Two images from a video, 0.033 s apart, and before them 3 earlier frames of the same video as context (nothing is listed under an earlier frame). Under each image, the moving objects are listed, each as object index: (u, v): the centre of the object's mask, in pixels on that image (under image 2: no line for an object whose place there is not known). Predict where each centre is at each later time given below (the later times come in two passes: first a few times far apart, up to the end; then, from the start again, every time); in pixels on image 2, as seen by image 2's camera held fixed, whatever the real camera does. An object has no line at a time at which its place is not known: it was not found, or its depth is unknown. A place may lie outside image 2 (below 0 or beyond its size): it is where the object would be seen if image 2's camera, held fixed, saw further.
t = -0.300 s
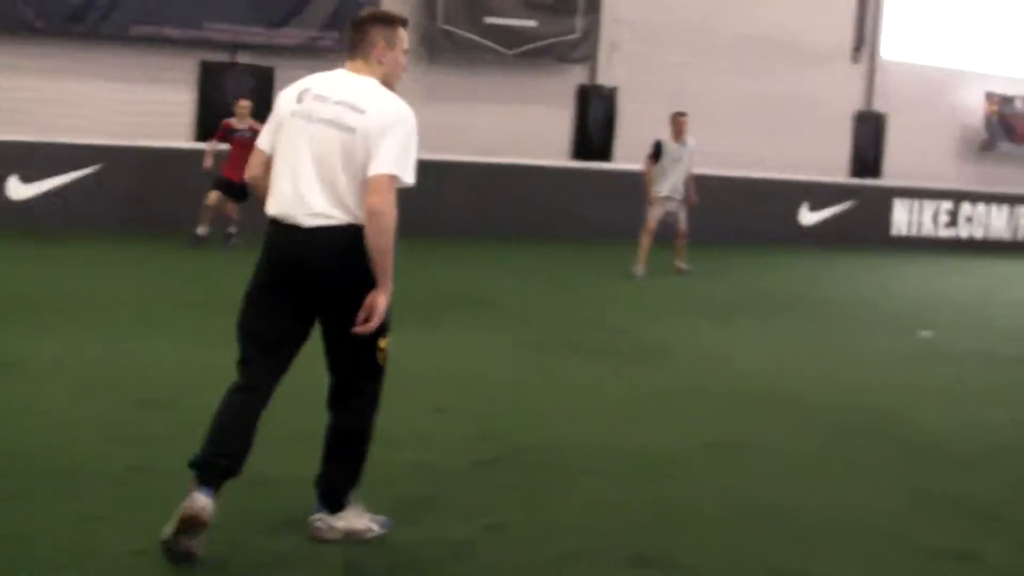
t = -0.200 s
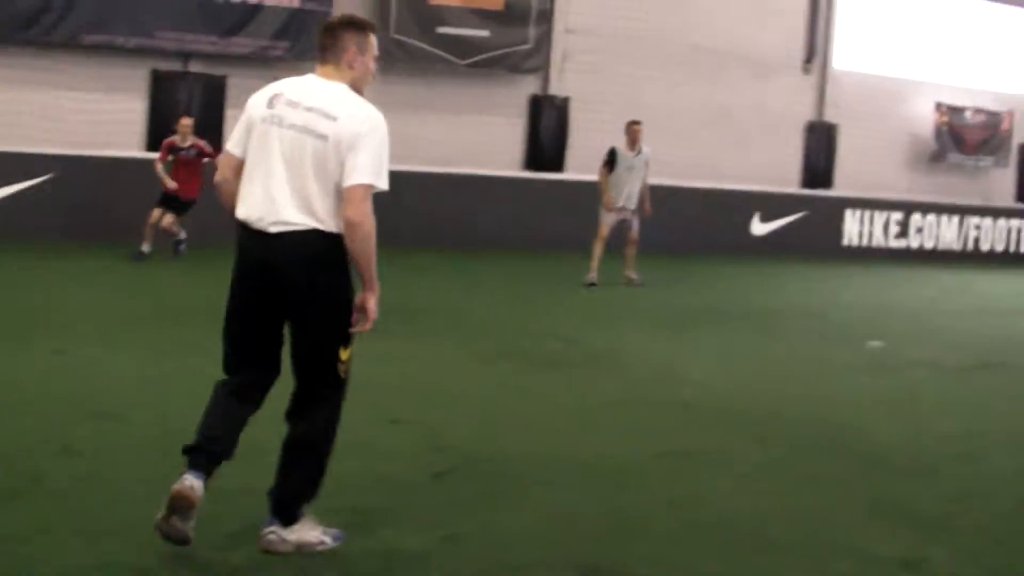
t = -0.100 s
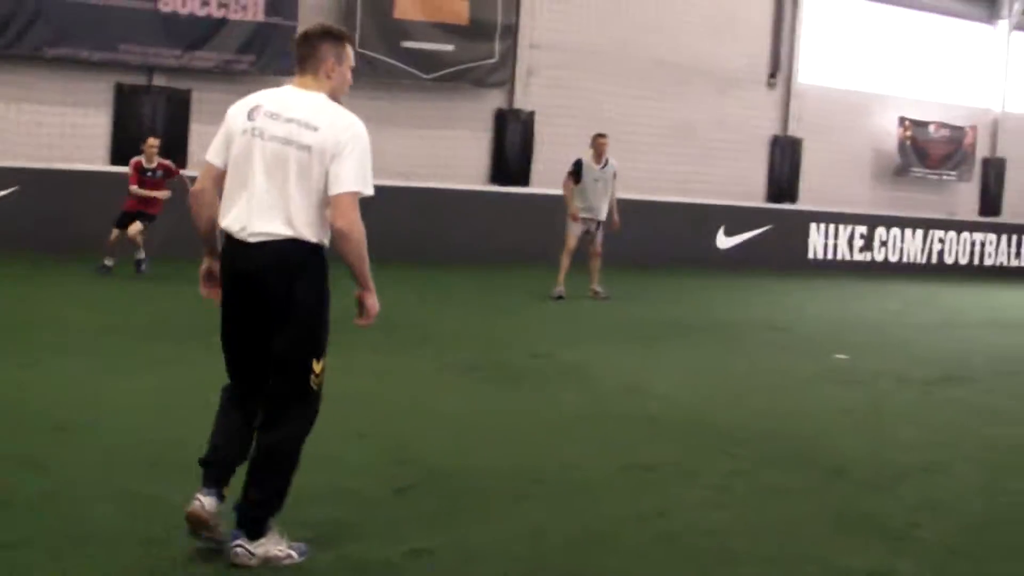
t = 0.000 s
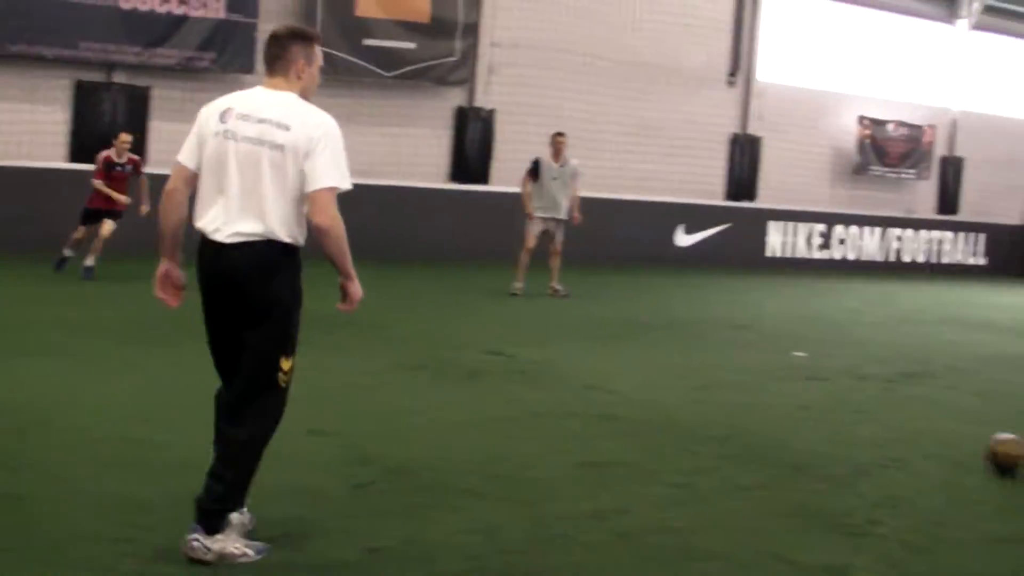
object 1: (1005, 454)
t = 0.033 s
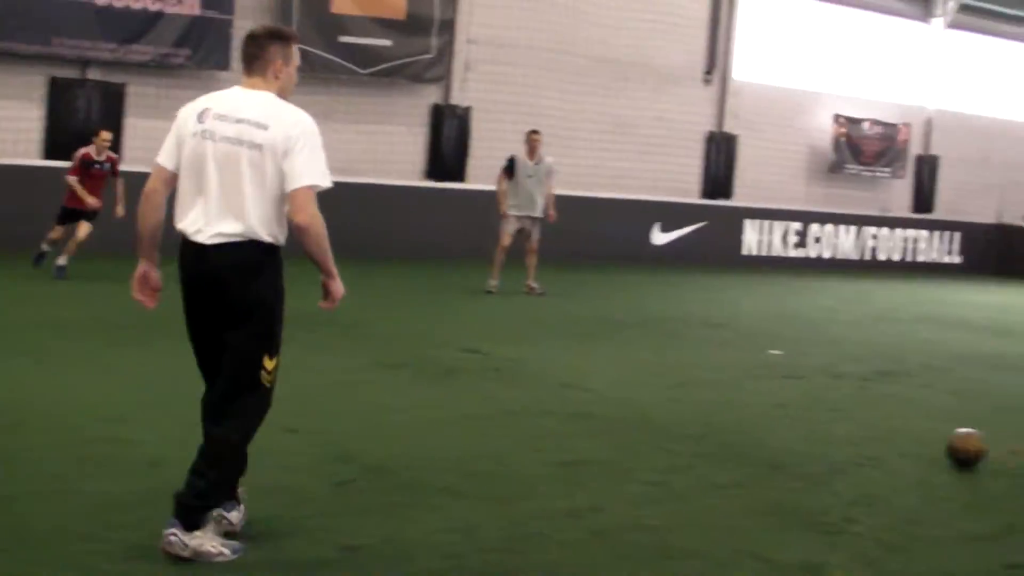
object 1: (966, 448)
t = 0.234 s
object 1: (876, 430)
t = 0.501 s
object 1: (770, 404)
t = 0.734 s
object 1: (695, 386)
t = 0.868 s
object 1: (655, 377)
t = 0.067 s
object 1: (950, 446)
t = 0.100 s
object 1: (934, 443)
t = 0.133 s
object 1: (918, 440)
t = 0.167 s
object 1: (903, 437)
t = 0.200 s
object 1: (891, 433)
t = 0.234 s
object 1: (876, 430)
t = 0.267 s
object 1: (861, 427)
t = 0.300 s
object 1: (847, 424)
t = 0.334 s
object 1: (835, 420)
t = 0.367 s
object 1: (824, 417)
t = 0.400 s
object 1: (809, 413)
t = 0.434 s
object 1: (796, 410)
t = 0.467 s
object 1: (782, 408)
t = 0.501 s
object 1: (770, 404)
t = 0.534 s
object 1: (759, 402)
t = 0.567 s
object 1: (748, 399)
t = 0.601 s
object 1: (736, 397)
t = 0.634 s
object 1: (725, 394)
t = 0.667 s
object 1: (715, 391)
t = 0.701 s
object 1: (704, 389)
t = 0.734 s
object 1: (695, 386)
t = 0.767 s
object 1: (684, 385)
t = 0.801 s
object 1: (674, 382)
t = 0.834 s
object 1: (664, 380)
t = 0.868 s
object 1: (655, 377)
